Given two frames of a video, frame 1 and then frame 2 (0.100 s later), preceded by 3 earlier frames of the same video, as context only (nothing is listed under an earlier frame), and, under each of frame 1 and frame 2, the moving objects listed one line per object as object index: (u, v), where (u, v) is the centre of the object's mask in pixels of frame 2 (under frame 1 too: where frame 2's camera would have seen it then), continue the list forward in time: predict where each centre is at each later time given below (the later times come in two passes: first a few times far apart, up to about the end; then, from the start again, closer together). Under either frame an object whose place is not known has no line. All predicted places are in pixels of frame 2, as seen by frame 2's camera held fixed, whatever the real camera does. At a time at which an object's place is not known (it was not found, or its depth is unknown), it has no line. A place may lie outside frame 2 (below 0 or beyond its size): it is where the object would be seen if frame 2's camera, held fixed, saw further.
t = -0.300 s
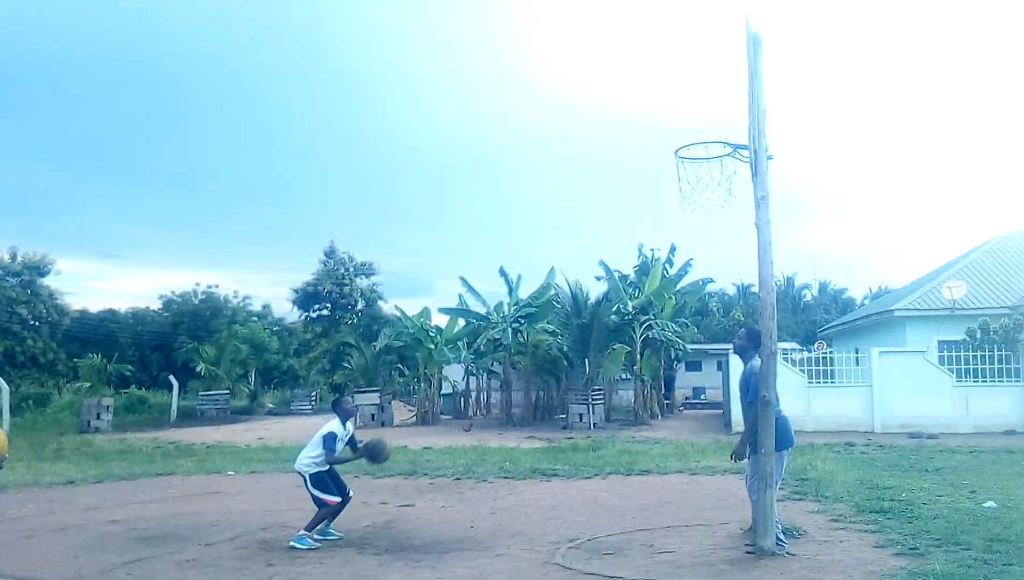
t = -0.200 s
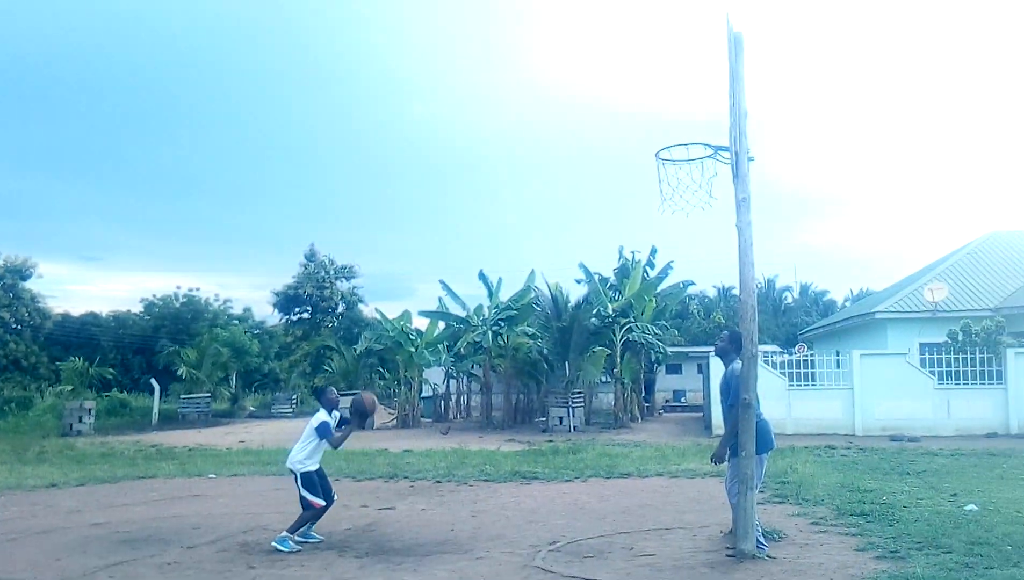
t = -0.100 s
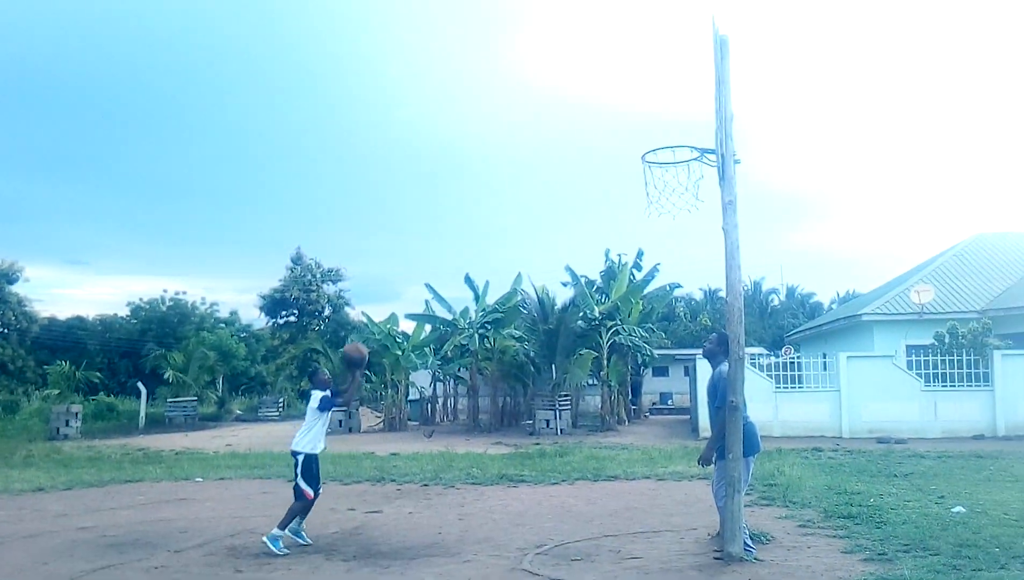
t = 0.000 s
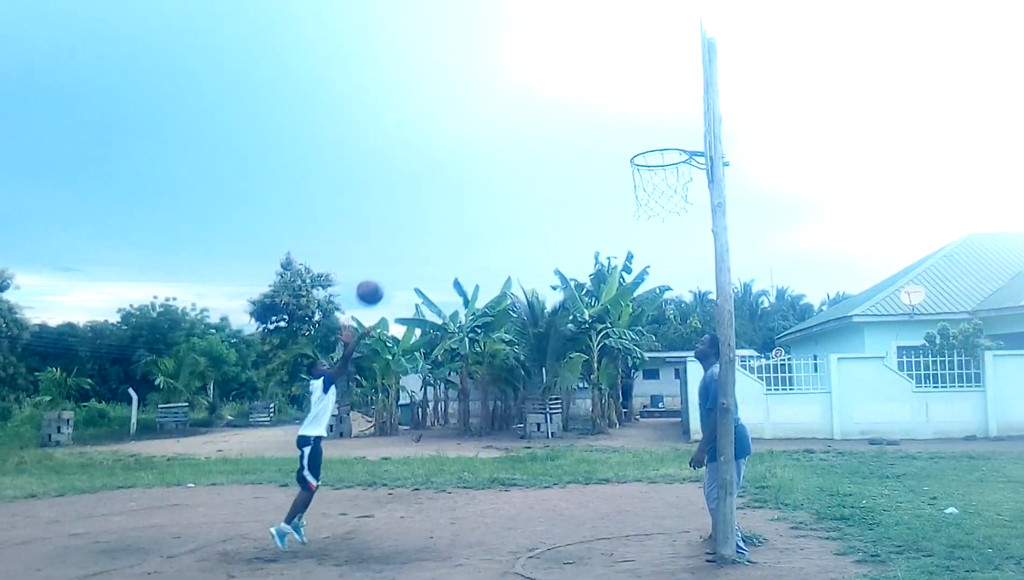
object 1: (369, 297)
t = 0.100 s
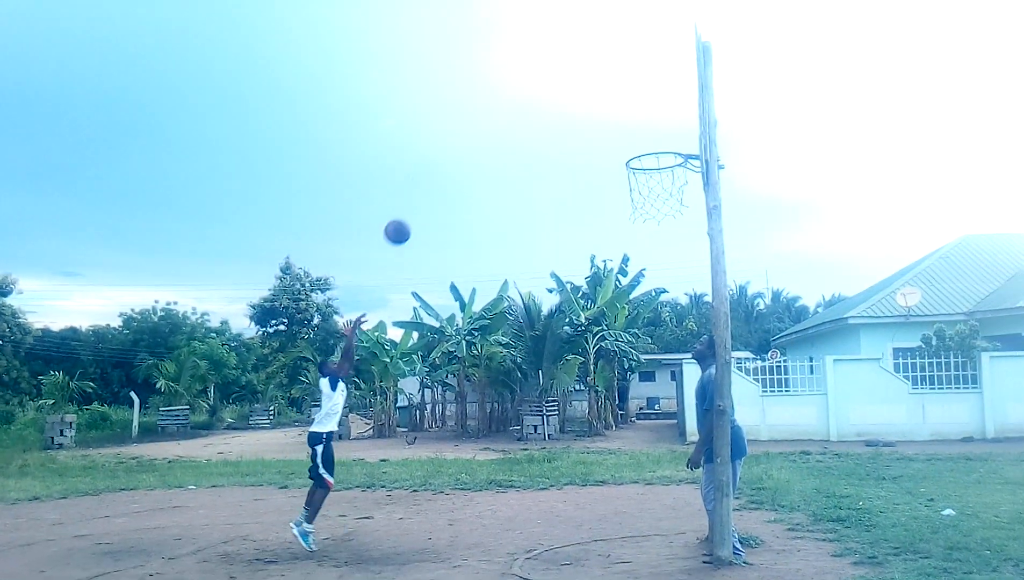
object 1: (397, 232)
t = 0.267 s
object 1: (445, 147)
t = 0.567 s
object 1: (539, 69)
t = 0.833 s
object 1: (626, 85)
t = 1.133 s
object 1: (645, 141)
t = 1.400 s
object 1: (549, 179)
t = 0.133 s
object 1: (407, 213)
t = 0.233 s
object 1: (435, 162)
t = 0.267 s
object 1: (445, 147)
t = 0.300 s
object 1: (455, 134)
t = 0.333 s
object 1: (465, 121)
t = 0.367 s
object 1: (475, 111)
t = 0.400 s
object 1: (486, 101)
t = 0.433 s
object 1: (497, 92)
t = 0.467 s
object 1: (507, 84)
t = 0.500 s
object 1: (518, 78)
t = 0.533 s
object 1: (528, 73)
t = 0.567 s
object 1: (539, 69)
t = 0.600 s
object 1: (550, 67)
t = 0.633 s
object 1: (561, 65)
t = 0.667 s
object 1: (572, 65)
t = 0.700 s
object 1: (582, 66)
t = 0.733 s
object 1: (593, 69)
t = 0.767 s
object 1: (603, 73)
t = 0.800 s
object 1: (615, 78)
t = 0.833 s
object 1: (626, 85)
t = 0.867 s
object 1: (638, 93)
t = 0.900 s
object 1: (650, 102)
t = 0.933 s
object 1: (662, 112)
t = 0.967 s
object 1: (674, 123)
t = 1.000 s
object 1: (686, 137)
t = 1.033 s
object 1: (686, 148)
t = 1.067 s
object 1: (673, 144)
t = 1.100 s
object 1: (659, 142)
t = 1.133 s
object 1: (645, 141)
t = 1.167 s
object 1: (633, 142)
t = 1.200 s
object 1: (620, 143)
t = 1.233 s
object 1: (609, 147)
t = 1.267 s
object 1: (597, 150)
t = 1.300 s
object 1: (585, 155)
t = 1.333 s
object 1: (573, 162)
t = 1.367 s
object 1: (561, 170)
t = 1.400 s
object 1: (549, 179)
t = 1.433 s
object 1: (538, 190)
